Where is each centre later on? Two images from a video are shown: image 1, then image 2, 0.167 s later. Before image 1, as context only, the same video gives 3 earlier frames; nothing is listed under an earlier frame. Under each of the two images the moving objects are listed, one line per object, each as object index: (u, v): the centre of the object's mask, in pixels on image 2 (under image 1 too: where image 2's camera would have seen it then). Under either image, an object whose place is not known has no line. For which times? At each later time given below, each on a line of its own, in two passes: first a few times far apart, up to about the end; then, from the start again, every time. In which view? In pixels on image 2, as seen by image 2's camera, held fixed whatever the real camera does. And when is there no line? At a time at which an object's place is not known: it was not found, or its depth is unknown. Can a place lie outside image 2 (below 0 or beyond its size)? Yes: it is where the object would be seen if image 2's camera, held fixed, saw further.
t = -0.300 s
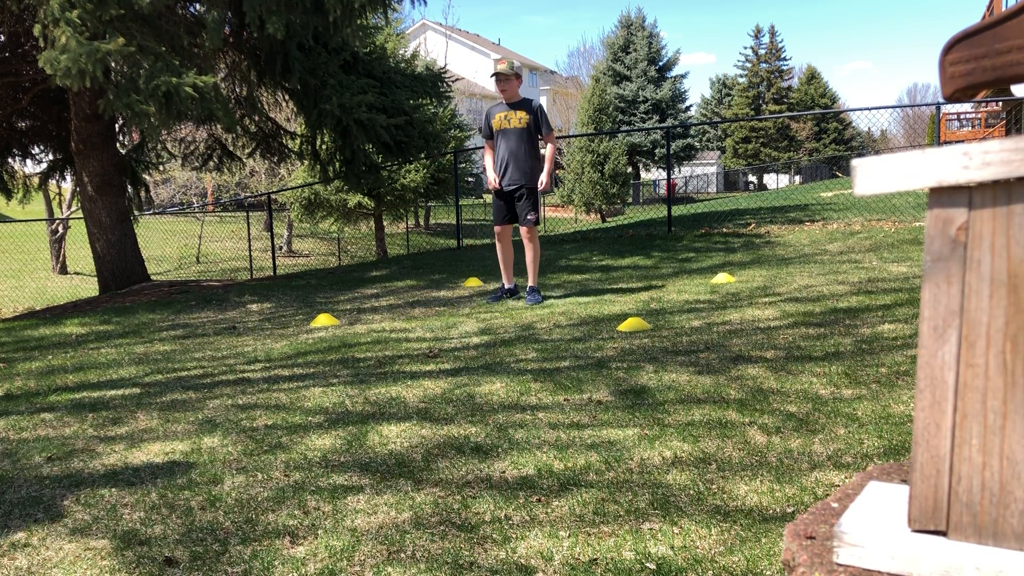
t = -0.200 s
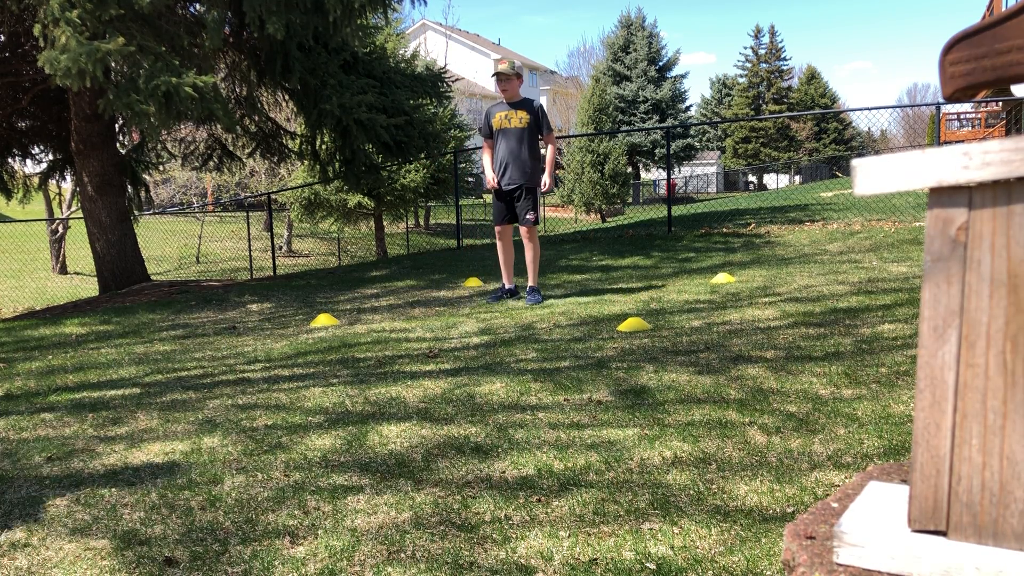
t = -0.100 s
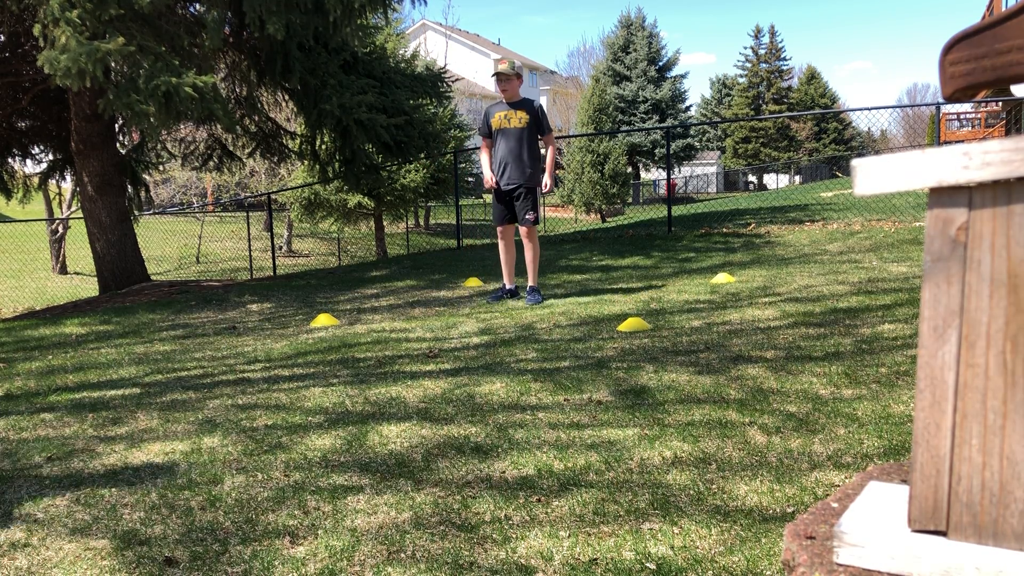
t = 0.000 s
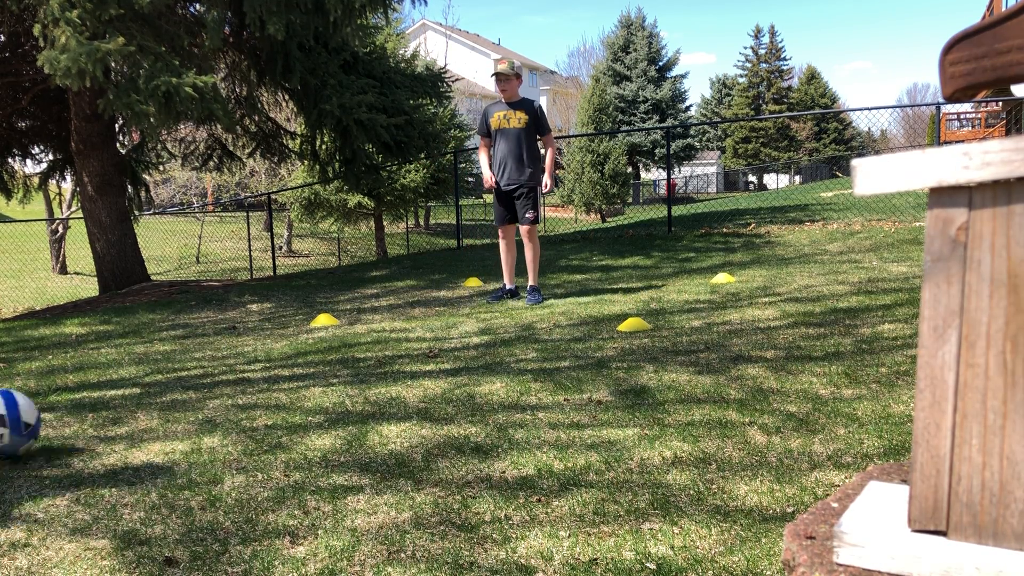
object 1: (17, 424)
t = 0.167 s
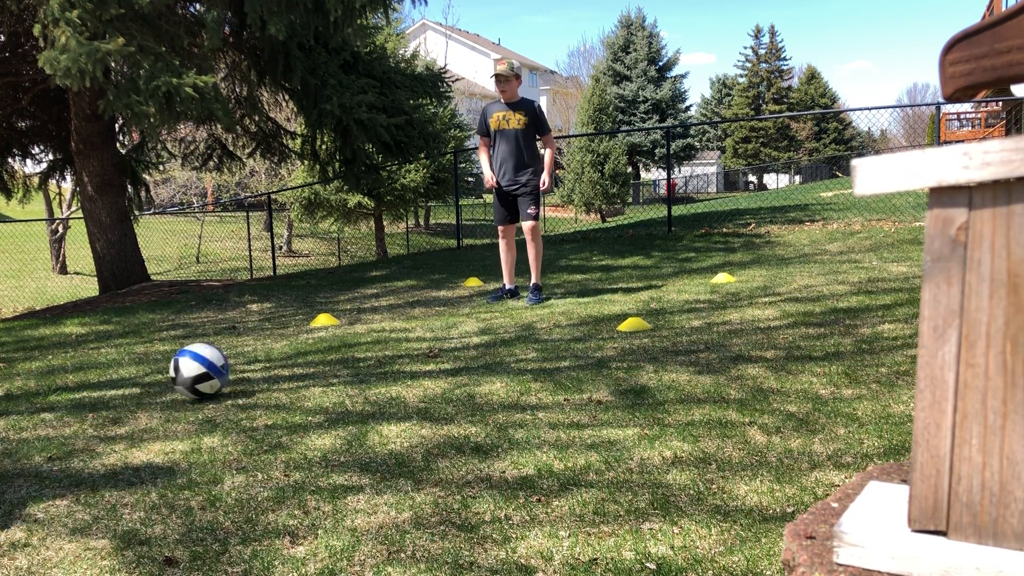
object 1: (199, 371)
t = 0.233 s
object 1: (250, 354)
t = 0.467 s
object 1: (371, 328)
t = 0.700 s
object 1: (448, 309)
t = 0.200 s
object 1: (225, 362)
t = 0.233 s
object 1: (250, 354)
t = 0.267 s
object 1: (273, 351)
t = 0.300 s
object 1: (295, 349)
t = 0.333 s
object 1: (313, 344)
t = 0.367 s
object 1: (329, 338)
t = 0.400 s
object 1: (343, 335)
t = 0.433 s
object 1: (358, 332)
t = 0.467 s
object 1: (371, 328)
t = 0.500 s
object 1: (383, 325)
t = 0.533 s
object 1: (396, 321)
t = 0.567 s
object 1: (407, 320)
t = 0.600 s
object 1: (418, 318)
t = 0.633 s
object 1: (428, 316)
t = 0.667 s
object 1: (438, 313)
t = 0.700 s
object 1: (448, 309)
